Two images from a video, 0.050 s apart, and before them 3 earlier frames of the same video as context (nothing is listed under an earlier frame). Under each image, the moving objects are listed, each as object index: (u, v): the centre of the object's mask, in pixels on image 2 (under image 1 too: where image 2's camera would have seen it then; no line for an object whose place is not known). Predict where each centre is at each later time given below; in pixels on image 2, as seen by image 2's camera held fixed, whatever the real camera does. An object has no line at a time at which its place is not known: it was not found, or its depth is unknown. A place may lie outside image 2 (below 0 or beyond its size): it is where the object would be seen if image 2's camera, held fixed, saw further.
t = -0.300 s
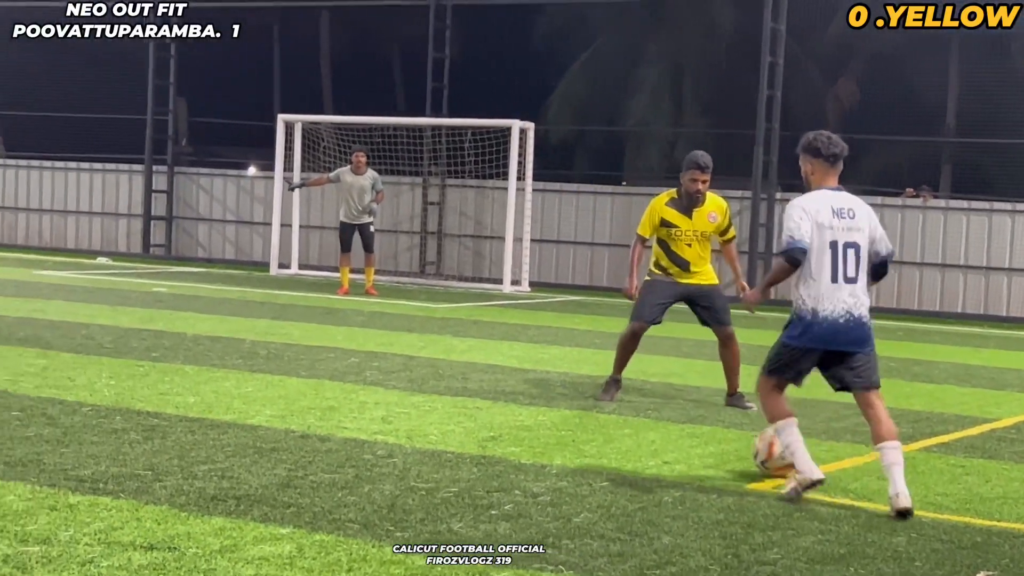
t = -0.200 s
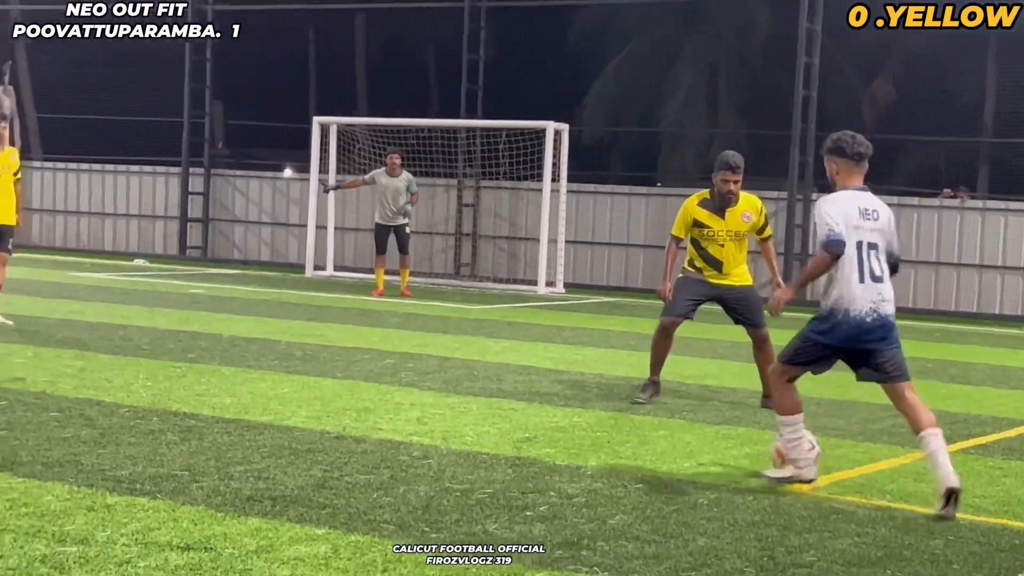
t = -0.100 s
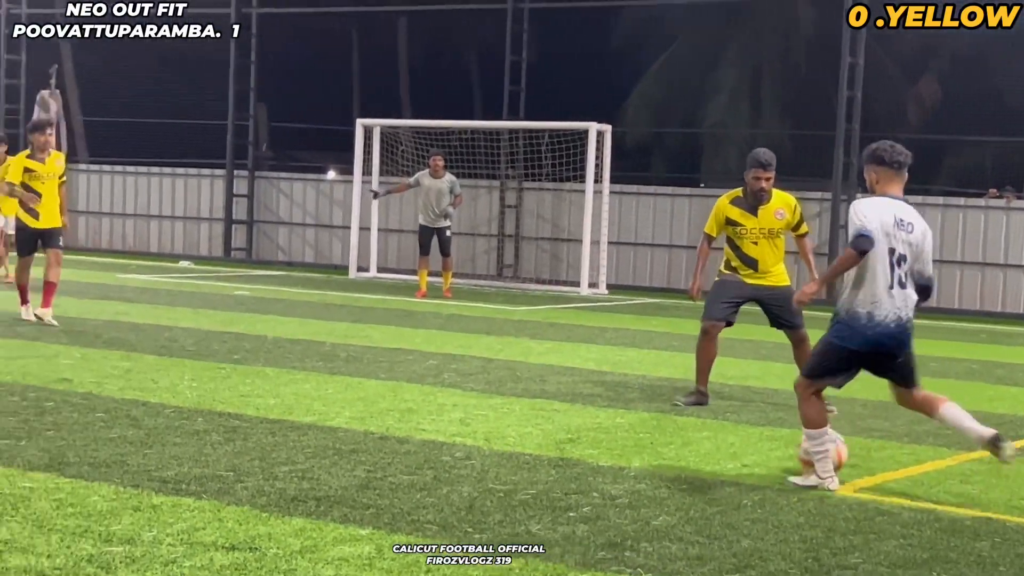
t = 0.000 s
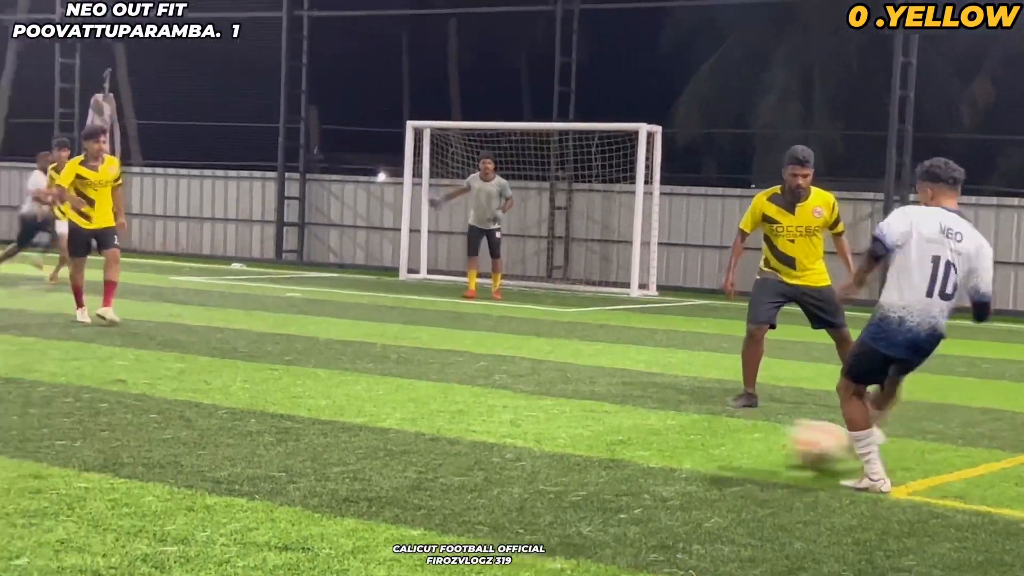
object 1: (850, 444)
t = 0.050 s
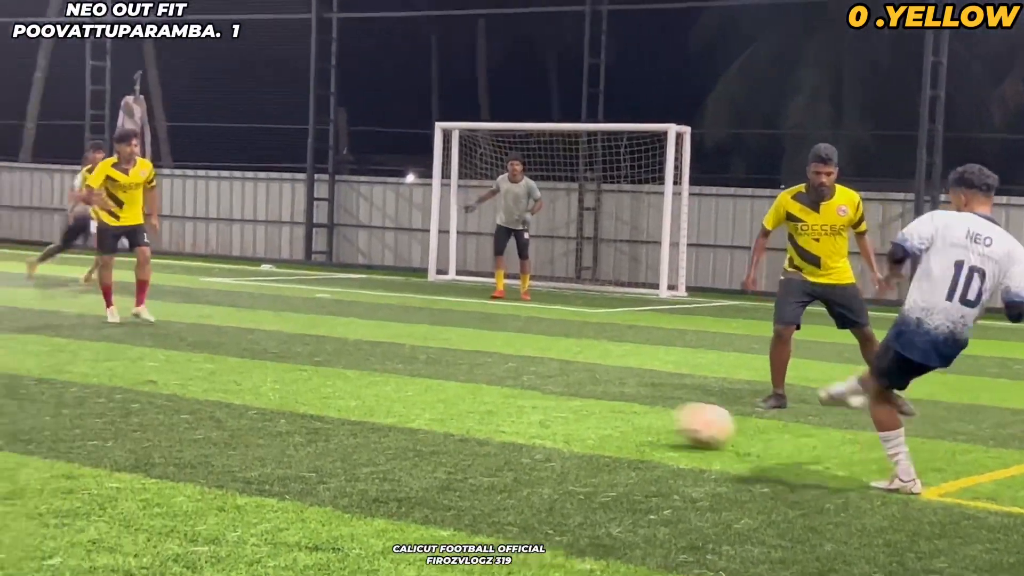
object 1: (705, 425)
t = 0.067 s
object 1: (661, 419)
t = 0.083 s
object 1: (620, 411)
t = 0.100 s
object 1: (583, 407)
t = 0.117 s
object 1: (544, 403)
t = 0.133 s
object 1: (509, 398)
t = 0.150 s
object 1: (476, 394)
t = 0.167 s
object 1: (440, 391)
